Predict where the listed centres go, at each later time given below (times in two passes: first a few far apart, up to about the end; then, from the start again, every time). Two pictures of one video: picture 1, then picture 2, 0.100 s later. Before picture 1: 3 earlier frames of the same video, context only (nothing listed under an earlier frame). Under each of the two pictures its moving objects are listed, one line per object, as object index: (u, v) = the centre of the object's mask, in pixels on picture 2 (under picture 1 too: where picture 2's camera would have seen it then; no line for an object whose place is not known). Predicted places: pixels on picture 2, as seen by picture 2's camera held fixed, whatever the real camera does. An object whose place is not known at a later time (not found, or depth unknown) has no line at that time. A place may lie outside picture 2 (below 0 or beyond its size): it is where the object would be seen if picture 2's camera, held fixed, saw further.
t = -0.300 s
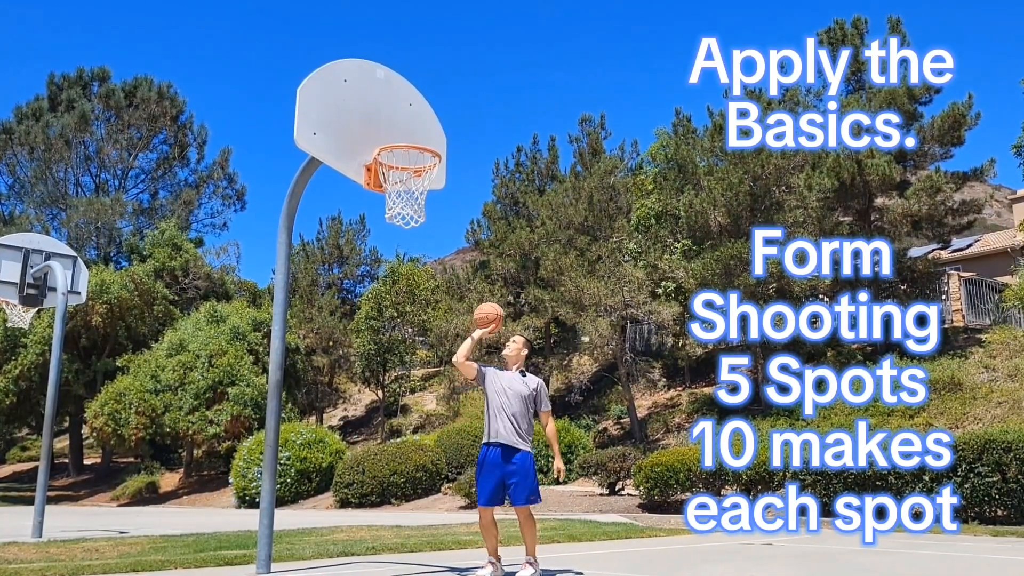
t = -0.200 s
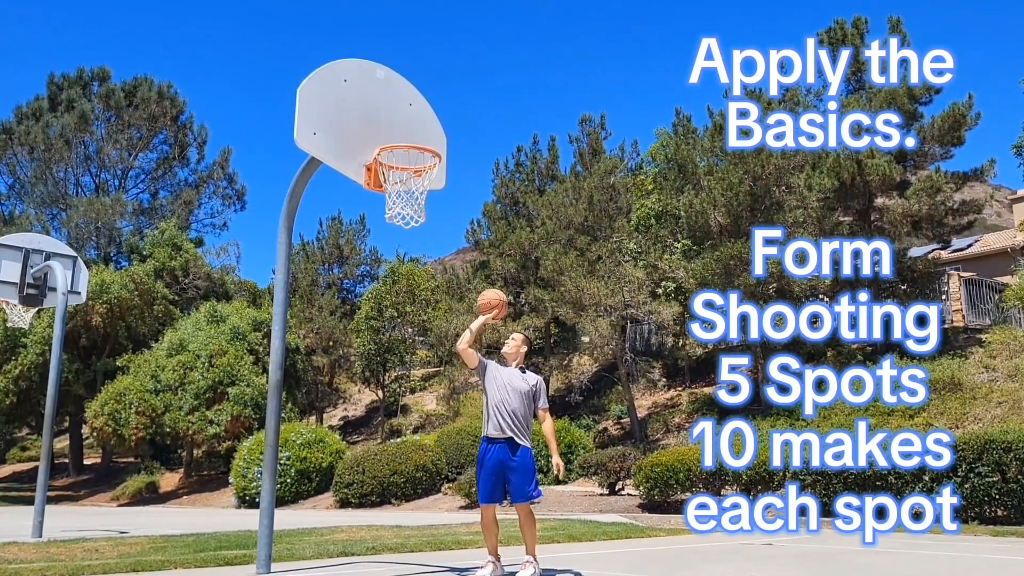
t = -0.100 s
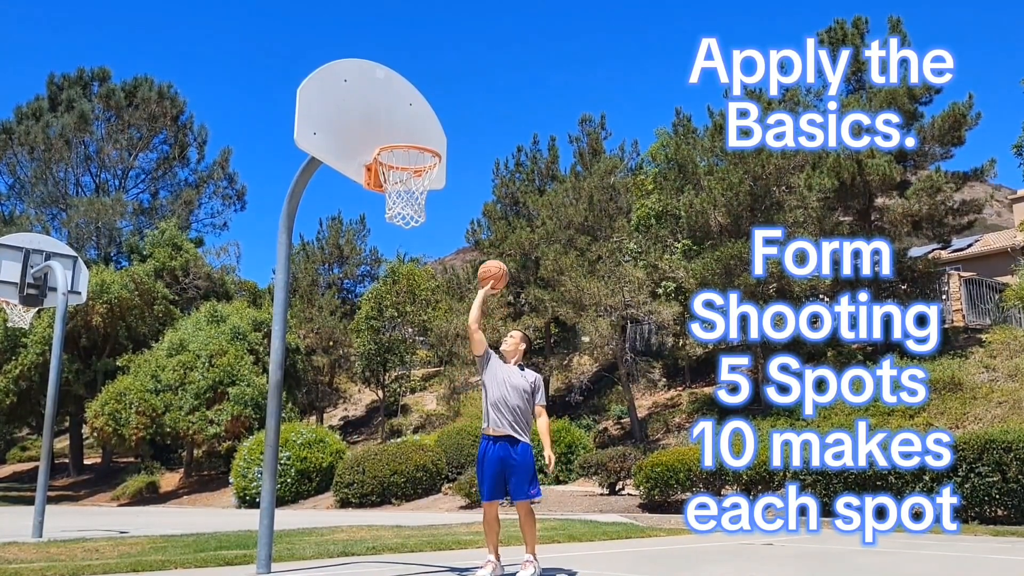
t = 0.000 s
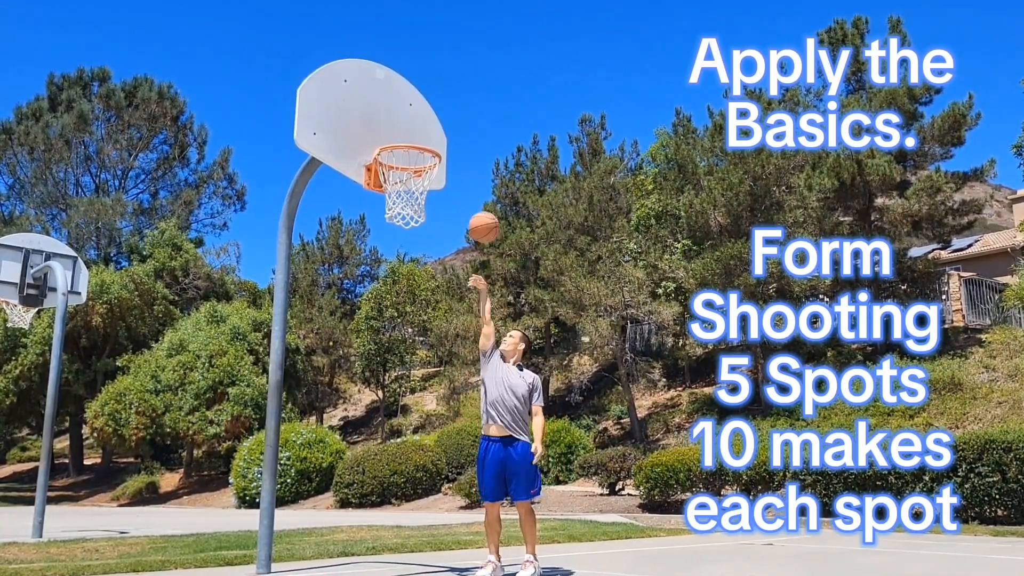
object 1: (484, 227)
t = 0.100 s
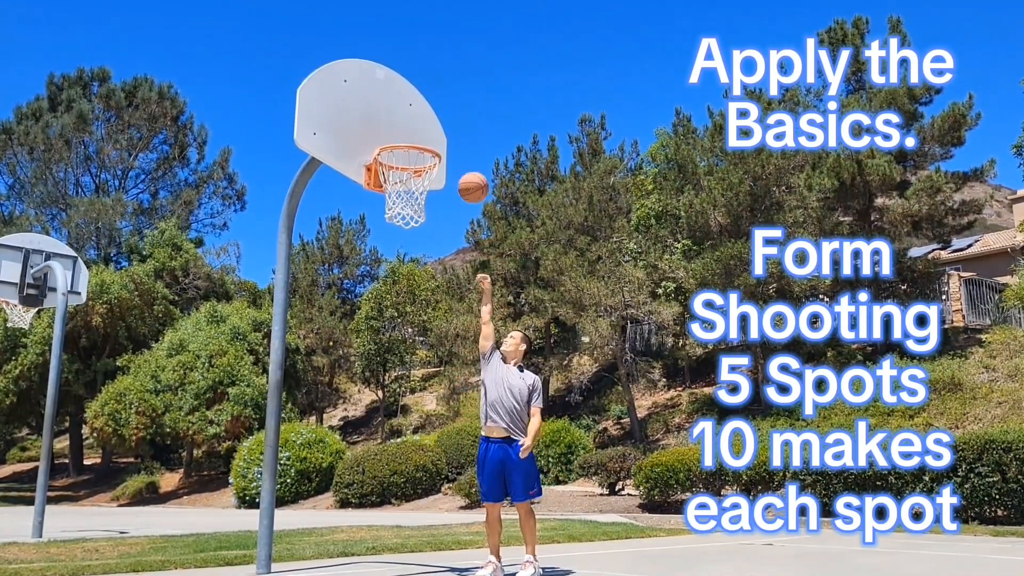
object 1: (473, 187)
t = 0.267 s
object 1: (455, 148)
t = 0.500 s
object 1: (426, 146)
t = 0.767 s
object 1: (404, 164)
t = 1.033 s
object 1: (401, 224)
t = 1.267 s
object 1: (414, 316)
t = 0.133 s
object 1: (470, 177)
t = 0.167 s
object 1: (466, 168)
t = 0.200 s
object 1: (462, 160)
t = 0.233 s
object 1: (459, 154)
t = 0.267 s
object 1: (455, 148)
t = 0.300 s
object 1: (451, 144)
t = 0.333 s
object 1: (448, 142)
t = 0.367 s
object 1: (444, 140)
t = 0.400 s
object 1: (440, 139)
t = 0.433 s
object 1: (436, 140)
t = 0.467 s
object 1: (432, 140)
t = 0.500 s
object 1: (426, 146)
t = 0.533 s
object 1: (423, 146)
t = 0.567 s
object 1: (421, 146)
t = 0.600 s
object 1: (419, 145)
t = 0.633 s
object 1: (415, 150)
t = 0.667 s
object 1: (412, 151)
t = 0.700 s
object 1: (410, 156)
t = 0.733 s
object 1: (407, 162)
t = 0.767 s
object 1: (404, 164)
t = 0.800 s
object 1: (400, 174)
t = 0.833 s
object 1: (398, 183)
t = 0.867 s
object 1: (396, 193)
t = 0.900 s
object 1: (395, 201)
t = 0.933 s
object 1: (395, 207)
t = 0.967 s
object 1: (397, 216)
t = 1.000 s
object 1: (399, 219)
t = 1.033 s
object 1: (401, 224)
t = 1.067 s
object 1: (403, 233)
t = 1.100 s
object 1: (405, 243)
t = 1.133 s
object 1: (407, 254)
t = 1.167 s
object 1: (408, 267)
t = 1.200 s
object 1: (410, 282)
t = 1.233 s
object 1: (412, 298)
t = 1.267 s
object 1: (414, 316)
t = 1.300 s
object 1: (417, 335)
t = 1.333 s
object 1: (418, 357)
